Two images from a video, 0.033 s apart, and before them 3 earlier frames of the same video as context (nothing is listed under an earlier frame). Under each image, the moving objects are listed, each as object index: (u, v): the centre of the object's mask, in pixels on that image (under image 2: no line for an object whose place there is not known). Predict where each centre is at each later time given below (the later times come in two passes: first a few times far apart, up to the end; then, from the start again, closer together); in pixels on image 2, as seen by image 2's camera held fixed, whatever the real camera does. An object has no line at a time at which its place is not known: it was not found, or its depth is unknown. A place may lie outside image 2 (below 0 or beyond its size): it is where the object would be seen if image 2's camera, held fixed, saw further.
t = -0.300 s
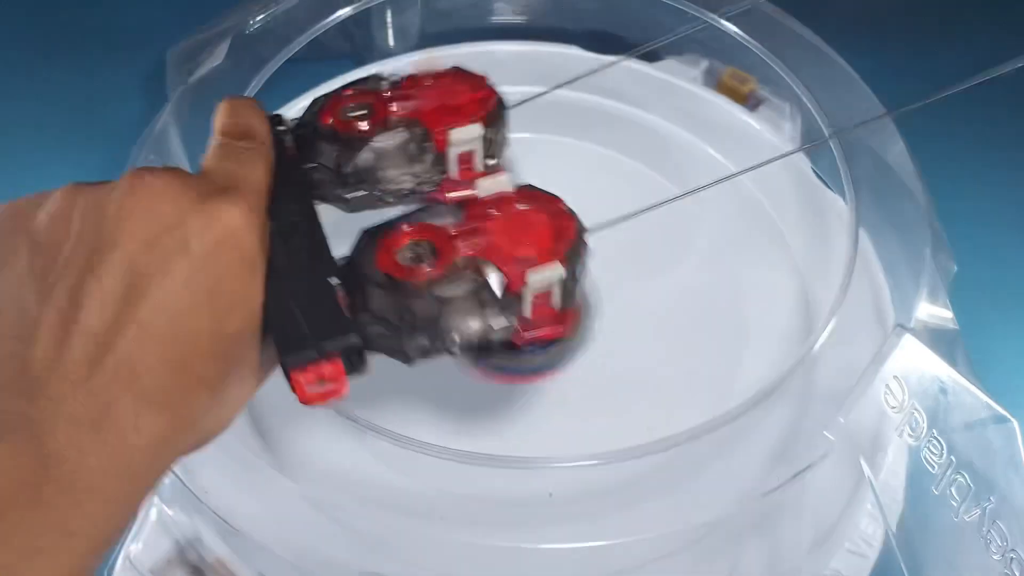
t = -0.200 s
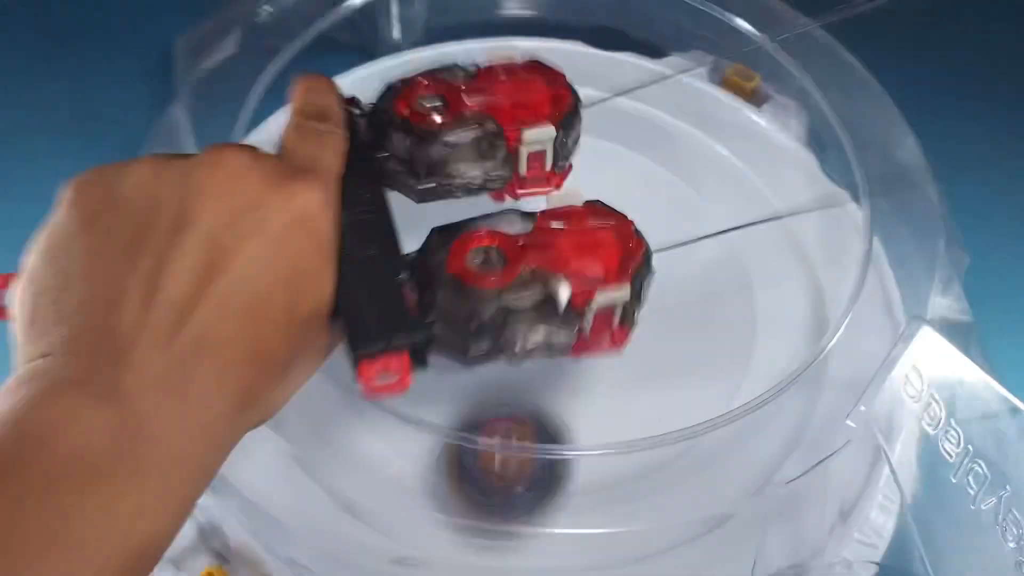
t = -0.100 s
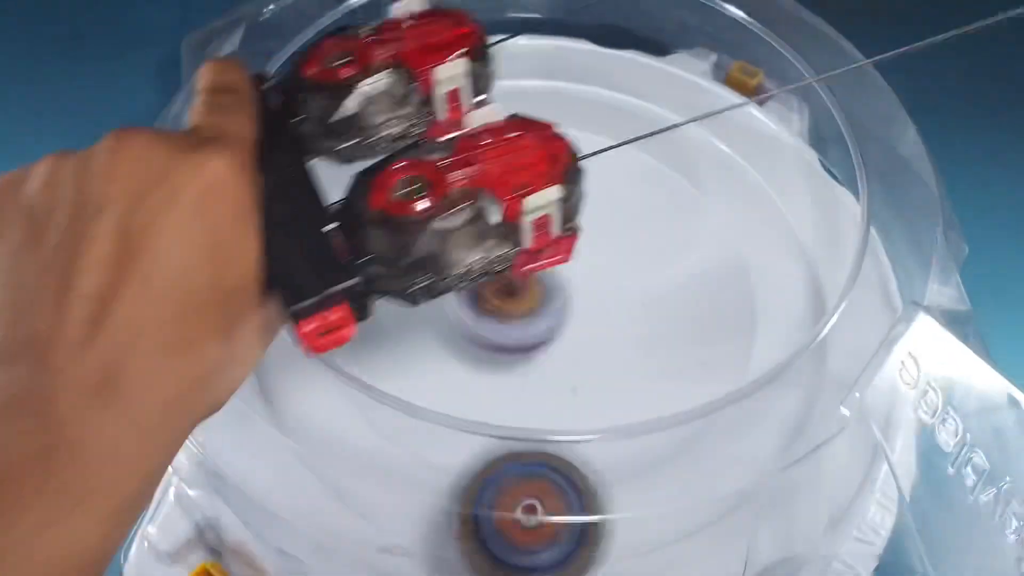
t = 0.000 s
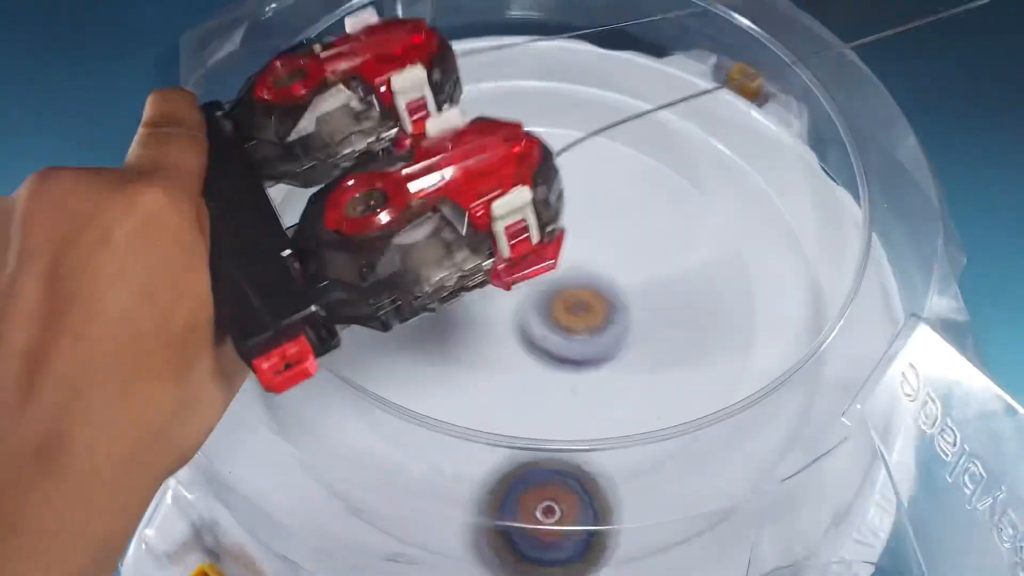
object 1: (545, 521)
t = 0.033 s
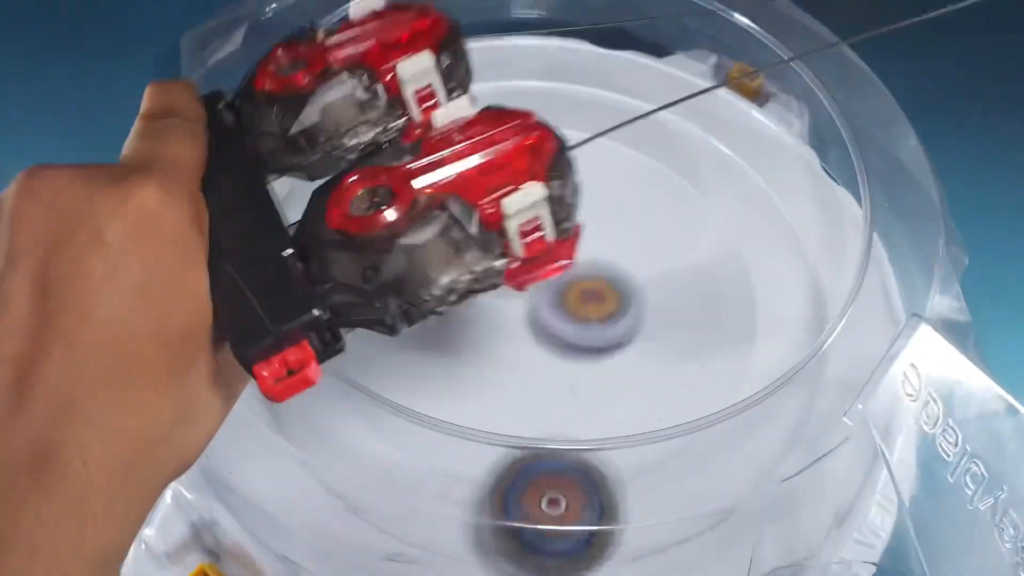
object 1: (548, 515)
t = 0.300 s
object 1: (553, 506)
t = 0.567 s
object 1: (589, 376)
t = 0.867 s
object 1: (634, 178)
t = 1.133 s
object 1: (504, 207)
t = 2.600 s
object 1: (309, 240)
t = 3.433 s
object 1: (640, 290)
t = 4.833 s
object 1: (731, 166)
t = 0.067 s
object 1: (554, 506)
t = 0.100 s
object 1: (554, 505)
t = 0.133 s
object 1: (546, 511)
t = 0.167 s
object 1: (545, 511)
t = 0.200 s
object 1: (547, 509)
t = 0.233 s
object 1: (548, 511)
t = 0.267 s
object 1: (549, 509)
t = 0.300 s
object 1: (553, 506)
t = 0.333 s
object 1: (552, 503)
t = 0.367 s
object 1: (551, 499)
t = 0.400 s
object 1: (548, 490)
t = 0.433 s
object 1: (548, 468)
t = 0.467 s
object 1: (553, 449)
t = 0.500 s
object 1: (560, 426)
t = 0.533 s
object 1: (573, 399)
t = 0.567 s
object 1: (589, 376)
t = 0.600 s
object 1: (604, 344)
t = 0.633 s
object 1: (614, 310)
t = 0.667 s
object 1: (625, 280)
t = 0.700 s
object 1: (627, 251)
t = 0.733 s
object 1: (630, 225)
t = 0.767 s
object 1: (623, 204)
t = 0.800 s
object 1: (609, 187)
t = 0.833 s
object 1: (615, 179)
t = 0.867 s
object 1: (634, 178)
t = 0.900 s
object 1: (642, 178)
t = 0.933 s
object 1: (642, 178)
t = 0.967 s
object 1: (635, 178)
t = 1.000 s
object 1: (619, 178)
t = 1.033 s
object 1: (597, 177)
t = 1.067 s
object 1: (568, 181)
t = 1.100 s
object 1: (536, 190)
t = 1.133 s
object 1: (504, 207)
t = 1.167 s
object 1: (476, 232)
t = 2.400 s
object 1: (524, 236)
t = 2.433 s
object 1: (486, 222)
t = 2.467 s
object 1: (447, 212)
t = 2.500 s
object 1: (409, 210)
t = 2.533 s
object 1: (375, 214)
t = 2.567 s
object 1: (342, 225)
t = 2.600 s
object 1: (309, 240)
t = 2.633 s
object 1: (290, 261)
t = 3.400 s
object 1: (617, 323)
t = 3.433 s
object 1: (640, 290)
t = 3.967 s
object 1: (329, 138)
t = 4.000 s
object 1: (314, 148)
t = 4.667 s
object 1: (688, 330)
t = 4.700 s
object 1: (714, 298)
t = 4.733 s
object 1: (731, 263)
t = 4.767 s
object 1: (737, 227)
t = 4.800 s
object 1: (734, 192)
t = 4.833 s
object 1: (731, 166)
